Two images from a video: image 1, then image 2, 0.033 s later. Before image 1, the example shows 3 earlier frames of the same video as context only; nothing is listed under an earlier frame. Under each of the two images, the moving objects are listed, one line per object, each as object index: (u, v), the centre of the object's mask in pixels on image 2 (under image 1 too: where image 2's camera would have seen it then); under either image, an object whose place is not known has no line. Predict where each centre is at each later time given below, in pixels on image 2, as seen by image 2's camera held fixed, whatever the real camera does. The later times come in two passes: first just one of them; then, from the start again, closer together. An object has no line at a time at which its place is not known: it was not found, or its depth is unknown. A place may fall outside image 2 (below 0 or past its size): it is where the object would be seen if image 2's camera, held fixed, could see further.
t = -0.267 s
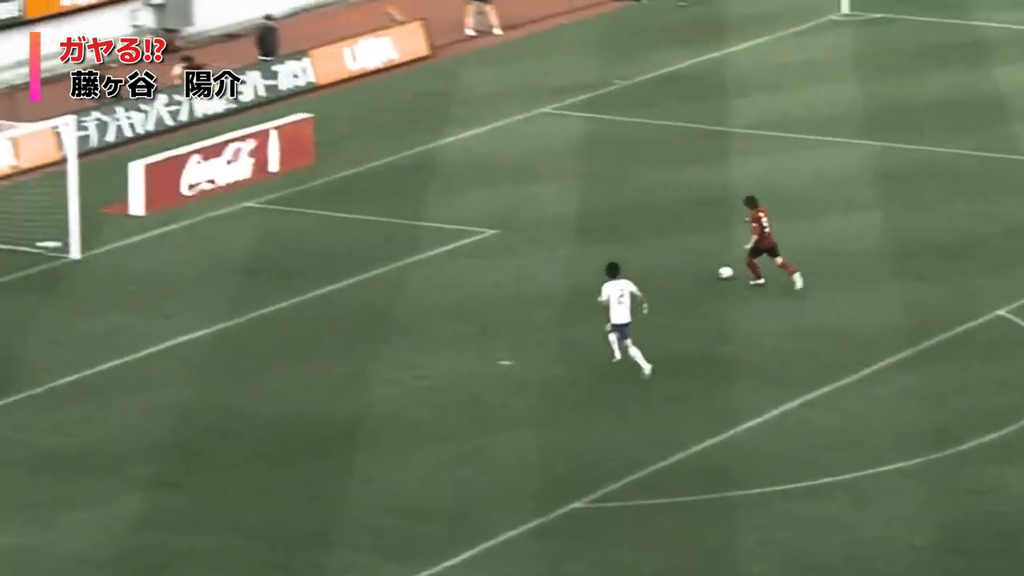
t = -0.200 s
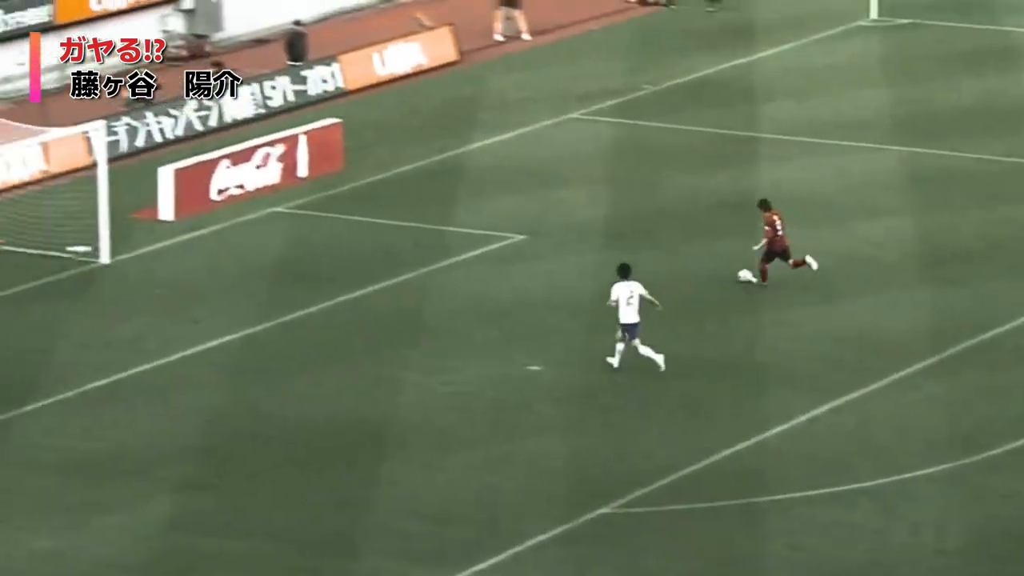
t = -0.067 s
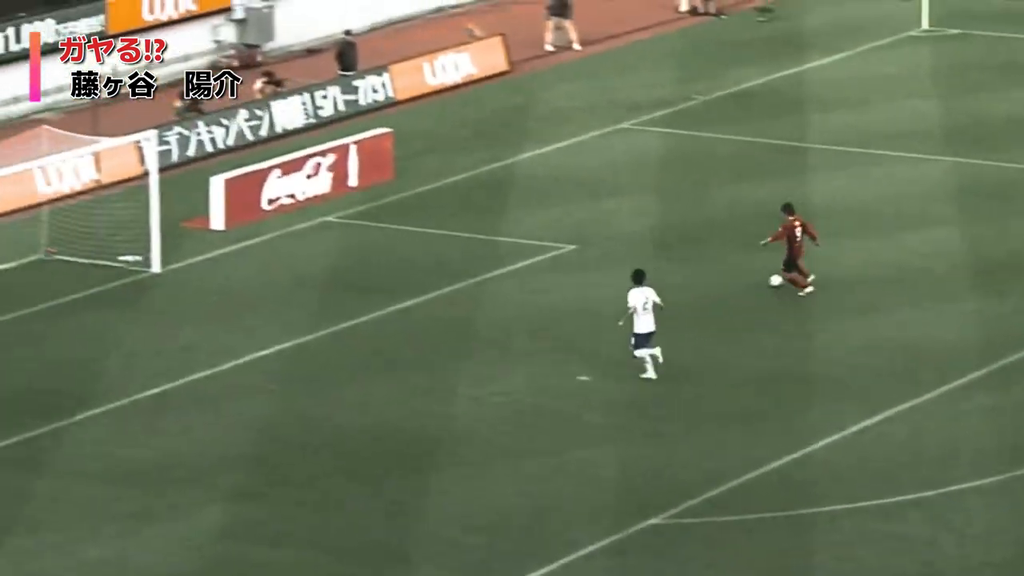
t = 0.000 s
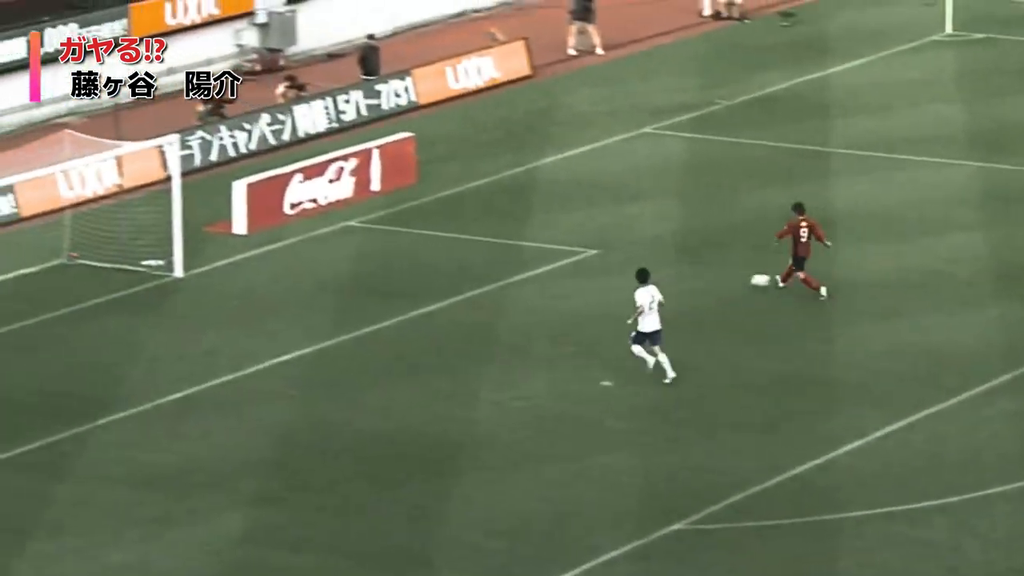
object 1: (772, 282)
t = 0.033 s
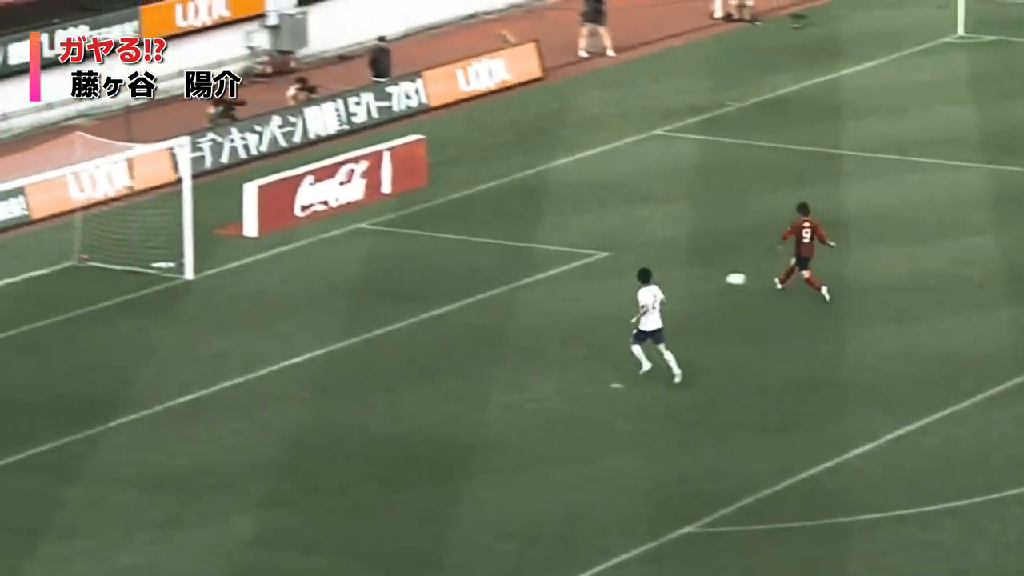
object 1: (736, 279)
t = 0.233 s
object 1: (529, 275)
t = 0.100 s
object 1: (666, 275)
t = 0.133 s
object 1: (632, 274)
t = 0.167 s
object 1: (594, 275)
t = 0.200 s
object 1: (562, 274)
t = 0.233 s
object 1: (529, 275)
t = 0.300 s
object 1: (461, 280)
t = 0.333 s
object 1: (428, 284)
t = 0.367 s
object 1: (394, 287)
